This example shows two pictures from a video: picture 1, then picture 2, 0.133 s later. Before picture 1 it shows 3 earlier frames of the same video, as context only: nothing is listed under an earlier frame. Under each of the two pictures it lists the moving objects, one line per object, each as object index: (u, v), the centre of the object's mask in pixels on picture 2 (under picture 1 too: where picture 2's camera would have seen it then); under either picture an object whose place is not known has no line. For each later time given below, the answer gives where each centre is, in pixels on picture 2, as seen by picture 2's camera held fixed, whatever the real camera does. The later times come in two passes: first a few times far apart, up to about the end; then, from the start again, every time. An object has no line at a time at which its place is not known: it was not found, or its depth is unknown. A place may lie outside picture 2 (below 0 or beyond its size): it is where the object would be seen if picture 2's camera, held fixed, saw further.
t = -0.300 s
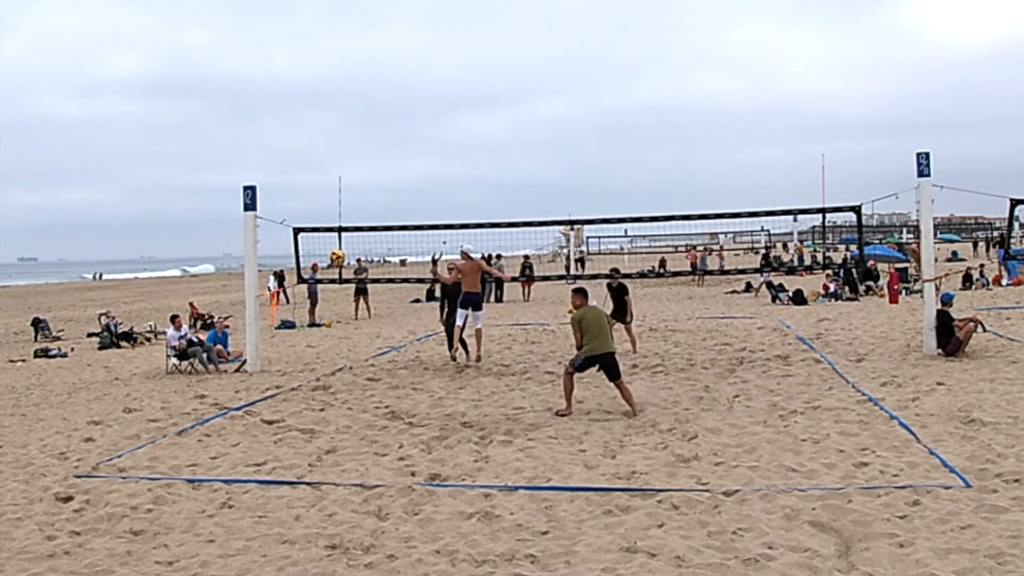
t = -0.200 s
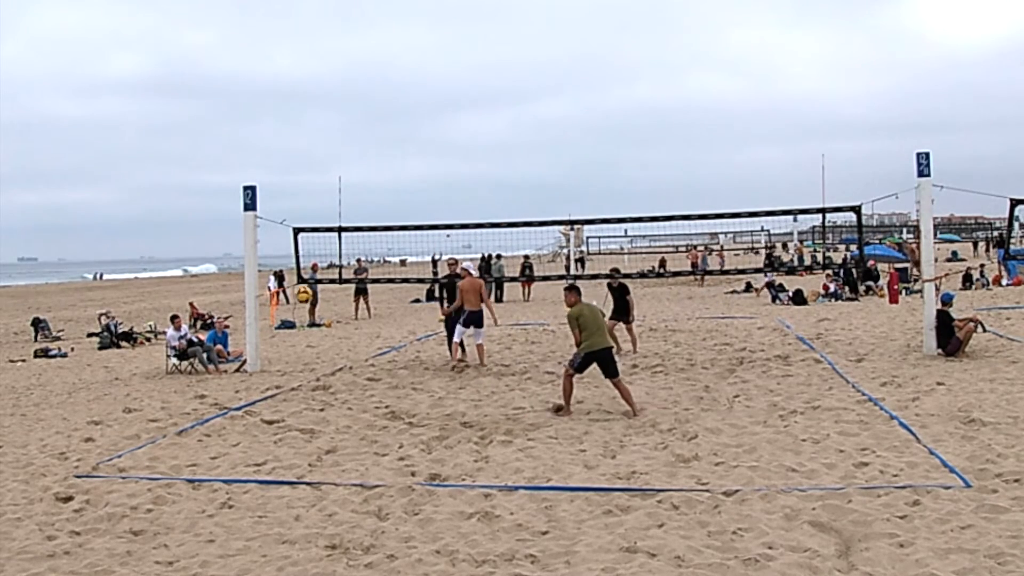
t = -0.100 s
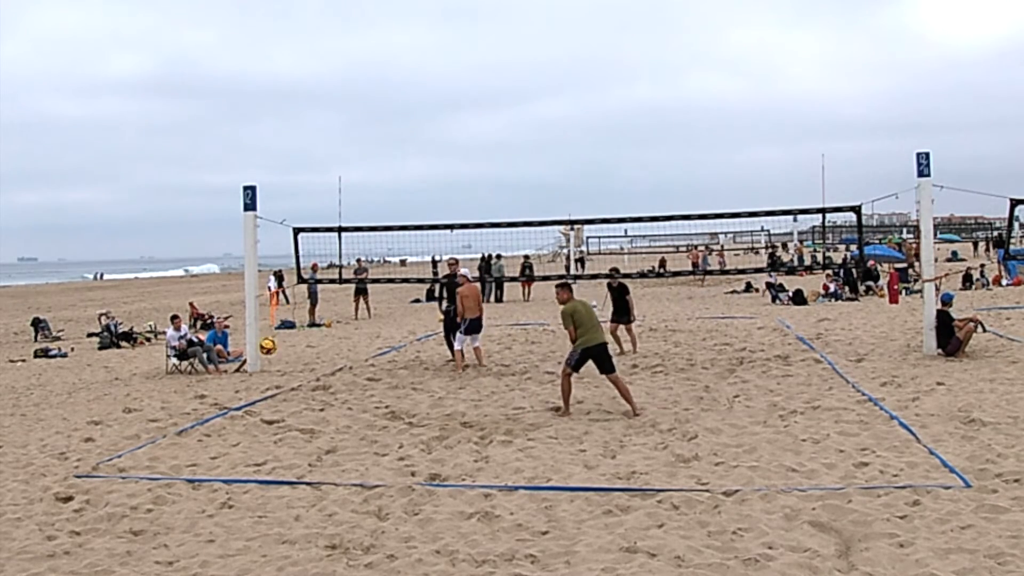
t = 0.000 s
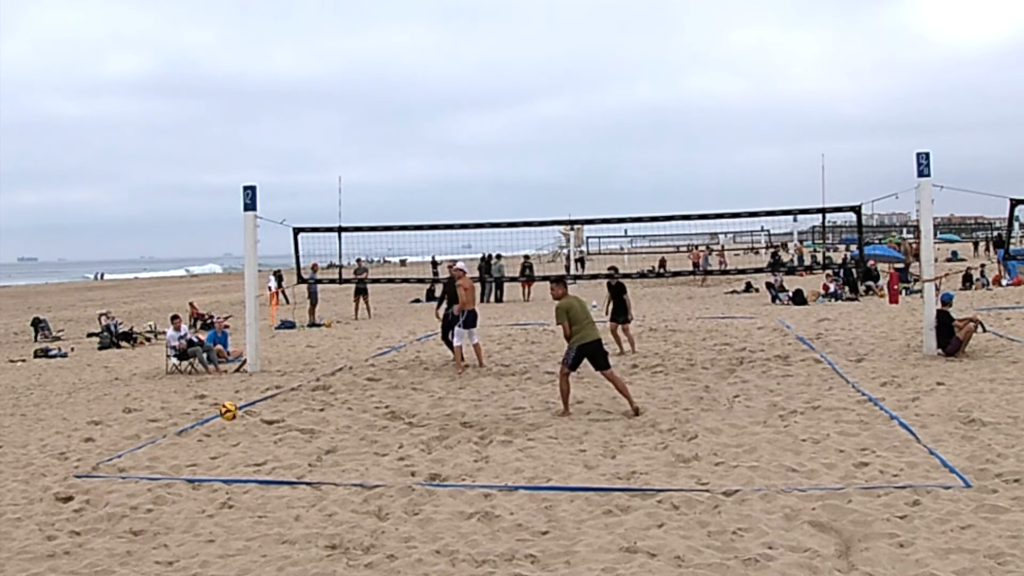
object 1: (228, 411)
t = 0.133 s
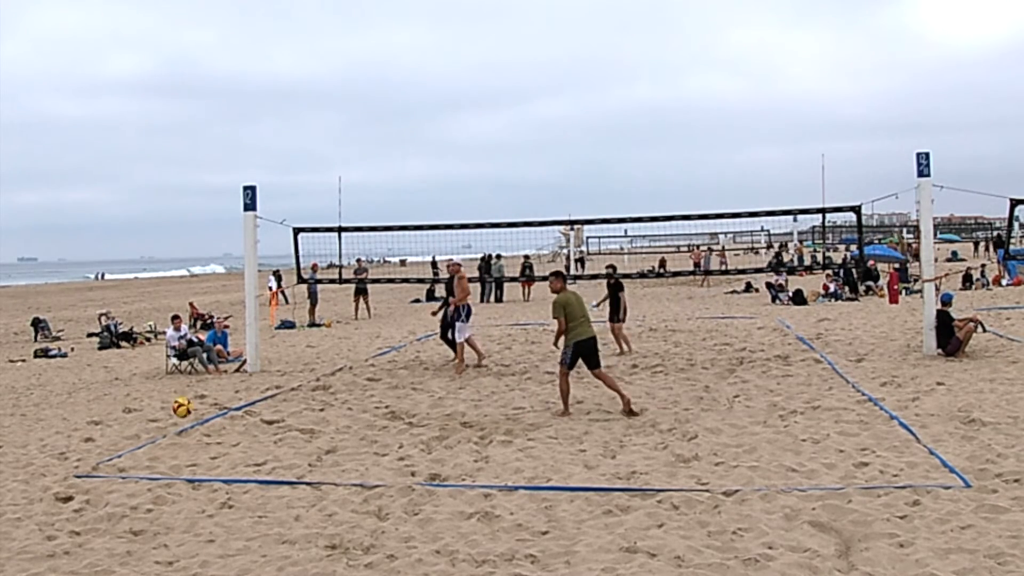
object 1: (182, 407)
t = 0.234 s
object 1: (147, 389)
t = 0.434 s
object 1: (72, 380)
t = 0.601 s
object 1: (7, 407)
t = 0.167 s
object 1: (171, 400)
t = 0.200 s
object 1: (159, 394)
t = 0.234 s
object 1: (147, 389)
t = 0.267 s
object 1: (135, 385)
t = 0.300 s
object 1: (123, 382)
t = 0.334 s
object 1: (110, 380)
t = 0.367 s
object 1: (98, 379)
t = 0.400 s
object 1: (85, 379)
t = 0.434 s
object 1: (72, 380)
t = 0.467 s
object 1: (59, 383)
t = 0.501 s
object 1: (45, 387)
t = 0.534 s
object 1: (31, 392)
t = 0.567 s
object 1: (17, 399)
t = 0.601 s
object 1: (7, 407)
